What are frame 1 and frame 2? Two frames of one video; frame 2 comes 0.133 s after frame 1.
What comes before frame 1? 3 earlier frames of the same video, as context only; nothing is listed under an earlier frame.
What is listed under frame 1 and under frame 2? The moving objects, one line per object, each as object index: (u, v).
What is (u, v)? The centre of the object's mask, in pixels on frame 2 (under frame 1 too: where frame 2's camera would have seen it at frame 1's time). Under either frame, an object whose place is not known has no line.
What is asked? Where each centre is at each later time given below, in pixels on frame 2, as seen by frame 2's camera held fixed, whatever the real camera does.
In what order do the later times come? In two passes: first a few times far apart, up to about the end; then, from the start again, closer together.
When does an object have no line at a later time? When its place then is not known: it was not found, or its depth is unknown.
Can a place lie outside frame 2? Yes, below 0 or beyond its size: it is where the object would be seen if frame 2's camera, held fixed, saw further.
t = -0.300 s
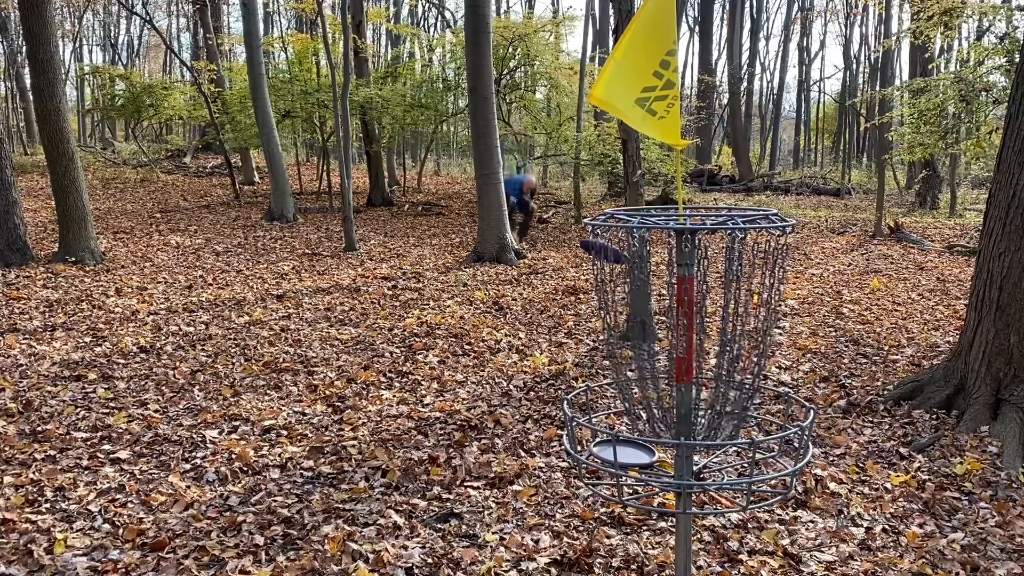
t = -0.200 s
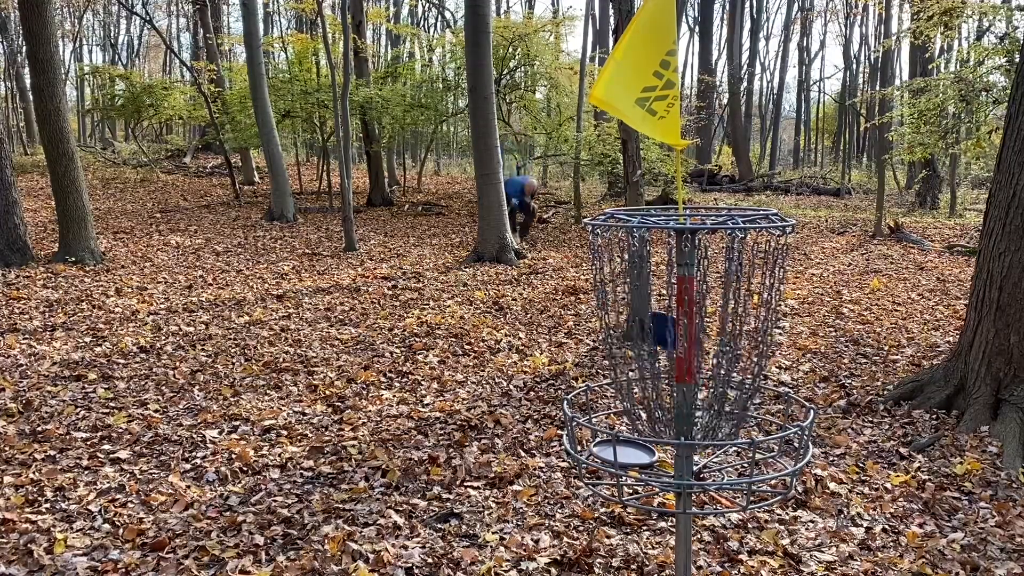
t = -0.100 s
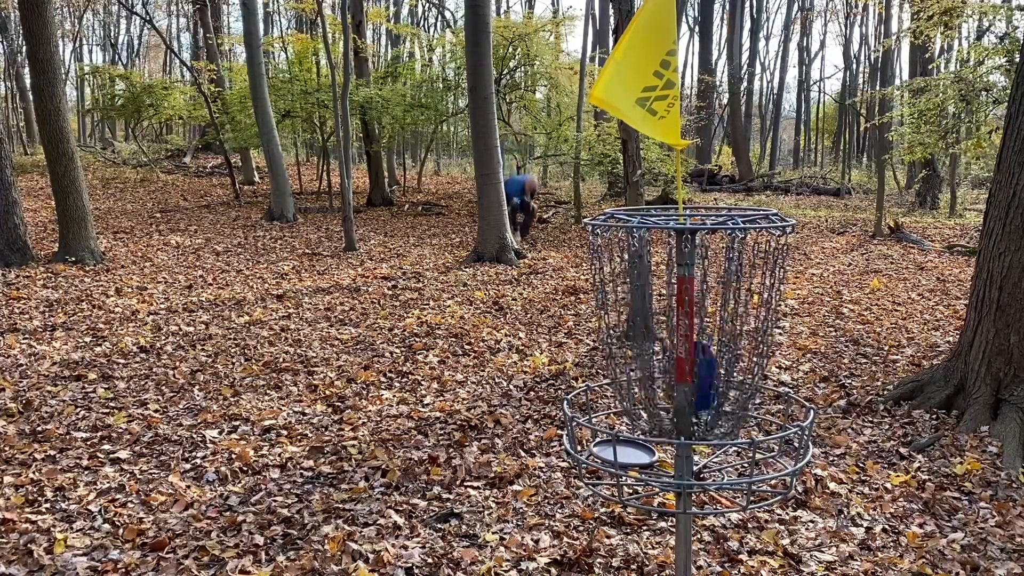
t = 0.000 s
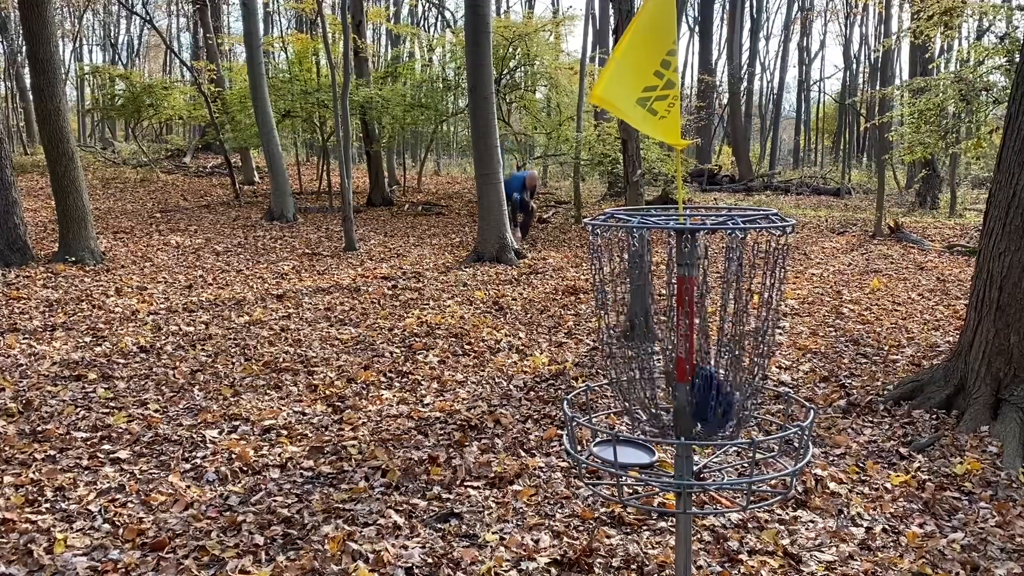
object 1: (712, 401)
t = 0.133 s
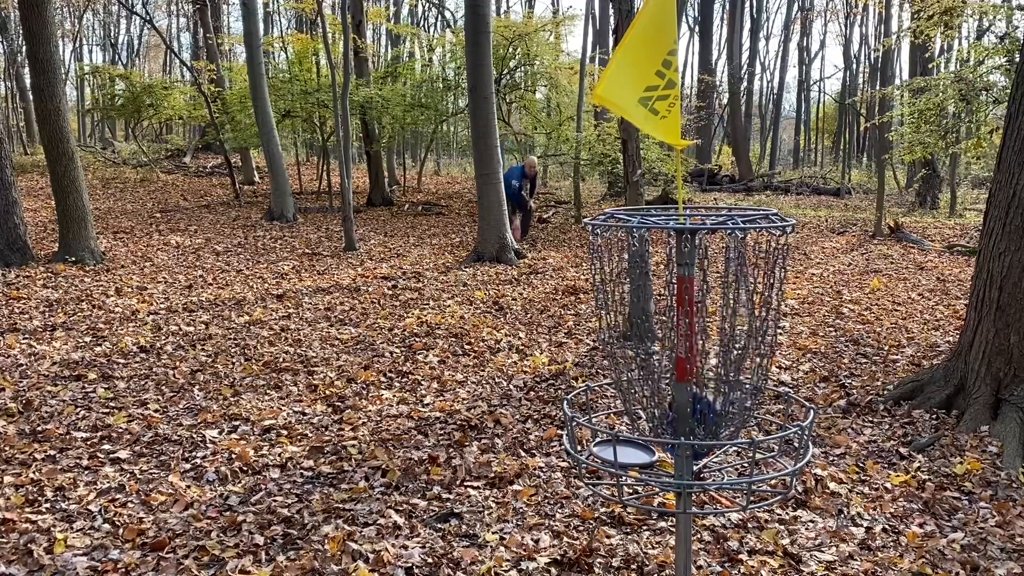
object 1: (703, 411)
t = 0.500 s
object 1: (707, 453)
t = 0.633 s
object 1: (707, 454)
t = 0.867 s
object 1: (707, 454)
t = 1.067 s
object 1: (707, 454)
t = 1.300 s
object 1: (707, 453)
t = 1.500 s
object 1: (707, 454)
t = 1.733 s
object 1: (707, 453)
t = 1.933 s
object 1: (707, 454)
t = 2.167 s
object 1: (708, 454)
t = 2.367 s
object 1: (707, 454)
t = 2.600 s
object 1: (707, 455)
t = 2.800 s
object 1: (707, 454)
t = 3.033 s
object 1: (707, 454)
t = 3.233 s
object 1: (707, 455)
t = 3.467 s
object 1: (707, 454)
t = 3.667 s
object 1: (708, 454)
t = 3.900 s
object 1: (708, 454)
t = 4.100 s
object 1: (708, 454)
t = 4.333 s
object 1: (708, 454)
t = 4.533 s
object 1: (708, 455)
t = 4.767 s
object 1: (708, 455)
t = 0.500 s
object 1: (707, 453)
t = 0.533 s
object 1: (708, 453)
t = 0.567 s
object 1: (708, 452)
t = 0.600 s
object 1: (707, 453)
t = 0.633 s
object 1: (707, 454)
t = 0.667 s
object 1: (706, 454)
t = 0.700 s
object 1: (707, 454)
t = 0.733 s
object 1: (707, 453)
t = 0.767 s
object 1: (707, 453)
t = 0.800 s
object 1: (707, 454)
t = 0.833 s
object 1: (707, 454)
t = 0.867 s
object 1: (707, 454)
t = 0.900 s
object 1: (707, 453)
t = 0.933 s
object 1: (707, 453)
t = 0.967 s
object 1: (707, 453)
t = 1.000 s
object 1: (706, 454)
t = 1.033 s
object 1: (706, 453)
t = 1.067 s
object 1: (707, 454)
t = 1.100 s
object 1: (707, 453)
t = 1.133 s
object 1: (707, 453)
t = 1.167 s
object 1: (707, 454)
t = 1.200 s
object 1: (707, 453)
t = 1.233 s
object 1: (707, 454)
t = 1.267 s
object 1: (707, 453)
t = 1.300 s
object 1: (707, 453)
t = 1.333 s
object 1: (707, 453)
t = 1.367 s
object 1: (707, 454)
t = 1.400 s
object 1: (707, 454)
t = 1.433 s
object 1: (707, 454)
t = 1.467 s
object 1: (707, 454)
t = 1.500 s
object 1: (707, 454)
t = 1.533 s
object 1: (707, 454)
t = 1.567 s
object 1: (707, 454)
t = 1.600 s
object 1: (707, 454)
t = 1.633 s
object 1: (707, 454)
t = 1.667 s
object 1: (707, 454)
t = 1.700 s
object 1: (707, 454)
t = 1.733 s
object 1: (707, 453)
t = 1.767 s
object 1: (707, 453)
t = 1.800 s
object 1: (707, 453)
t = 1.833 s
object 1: (707, 453)
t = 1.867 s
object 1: (707, 454)
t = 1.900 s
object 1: (707, 454)
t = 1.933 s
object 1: (707, 454)
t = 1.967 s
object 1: (707, 454)
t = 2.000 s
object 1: (707, 454)
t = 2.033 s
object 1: (707, 453)
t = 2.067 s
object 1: (707, 454)
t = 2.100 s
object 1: (707, 454)
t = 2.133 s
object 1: (708, 454)
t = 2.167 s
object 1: (708, 454)
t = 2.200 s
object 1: (707, 455)
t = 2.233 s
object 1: (707, 455)
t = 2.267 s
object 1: (707, 454)
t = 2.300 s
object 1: (707, 455)
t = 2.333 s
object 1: (707, 454)
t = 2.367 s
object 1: (707, 454)
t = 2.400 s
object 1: (707, 455)
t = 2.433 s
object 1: (707, 454)
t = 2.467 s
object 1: (706, 455)
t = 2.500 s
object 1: (707, 455)
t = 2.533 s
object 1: (707, 454)
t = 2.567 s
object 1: (707, 454)
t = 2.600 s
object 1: (707, 455)
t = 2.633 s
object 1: (707, 454)
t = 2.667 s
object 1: (707, 454)
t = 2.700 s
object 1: (707, 454)
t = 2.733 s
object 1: (707, 454)
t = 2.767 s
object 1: (707, 454)
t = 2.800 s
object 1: (707, 454)
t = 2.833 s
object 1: (707, 454)
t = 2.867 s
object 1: (707, 454)
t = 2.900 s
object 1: (707, 454)
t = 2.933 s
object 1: (707, 454)
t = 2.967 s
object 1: (707, 454)
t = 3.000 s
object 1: (707, 454)
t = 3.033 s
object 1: (707, 454)
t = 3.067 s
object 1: (707, 455)
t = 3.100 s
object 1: (707, 455)
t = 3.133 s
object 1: (707, 455)
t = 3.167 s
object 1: (707, 455)
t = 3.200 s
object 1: (707, 455)
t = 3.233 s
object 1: (707, 455)
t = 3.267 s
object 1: (707, 455)
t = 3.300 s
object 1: (707, 455)
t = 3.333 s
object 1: (707, 454)
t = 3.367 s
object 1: (707, 454)
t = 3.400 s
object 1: (707, 454)
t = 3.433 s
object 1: (707, 454)
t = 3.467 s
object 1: (707, 454)
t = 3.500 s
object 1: (707, 454)
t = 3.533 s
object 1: (707, 455)
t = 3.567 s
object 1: (707, 454)
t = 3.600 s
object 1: (708, 454)
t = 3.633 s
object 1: (708, 454)
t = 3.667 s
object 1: (708, 454)
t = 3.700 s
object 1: (708, 454)
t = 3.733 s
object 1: (708, 454)
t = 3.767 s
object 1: (708, 454)
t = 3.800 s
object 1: (708, 454)
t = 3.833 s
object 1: (708, 454)
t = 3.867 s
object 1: (708, 454)
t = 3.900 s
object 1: (708, 454)
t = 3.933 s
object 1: (708, 454)
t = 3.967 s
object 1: (708, 454)
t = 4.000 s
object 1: (708, 454)
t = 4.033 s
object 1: (708, 454)
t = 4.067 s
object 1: (708, 454)
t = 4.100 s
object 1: (708, 454)
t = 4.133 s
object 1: (708, 454)
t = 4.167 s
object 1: (708, 454)
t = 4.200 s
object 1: (708, 454)
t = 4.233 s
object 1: (708, 455)
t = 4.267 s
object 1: (708, 454)
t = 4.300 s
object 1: (708, 454)
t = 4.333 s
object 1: (708, 454)
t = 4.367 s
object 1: (708, 455)
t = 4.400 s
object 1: (708, 454)
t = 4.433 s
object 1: (708, 455)
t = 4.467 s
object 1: (708, 454)
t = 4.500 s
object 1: (708, 455)
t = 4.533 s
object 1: (708, 455)
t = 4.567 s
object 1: (708, 455)
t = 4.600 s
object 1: (708, 455)
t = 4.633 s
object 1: (708, 455)
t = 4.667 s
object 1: (708, 454)
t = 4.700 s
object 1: (708, 455)
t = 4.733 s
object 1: (708, 455)
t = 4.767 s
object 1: (708, 455)
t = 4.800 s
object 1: (708, 455)
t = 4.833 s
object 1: (708, 455)
